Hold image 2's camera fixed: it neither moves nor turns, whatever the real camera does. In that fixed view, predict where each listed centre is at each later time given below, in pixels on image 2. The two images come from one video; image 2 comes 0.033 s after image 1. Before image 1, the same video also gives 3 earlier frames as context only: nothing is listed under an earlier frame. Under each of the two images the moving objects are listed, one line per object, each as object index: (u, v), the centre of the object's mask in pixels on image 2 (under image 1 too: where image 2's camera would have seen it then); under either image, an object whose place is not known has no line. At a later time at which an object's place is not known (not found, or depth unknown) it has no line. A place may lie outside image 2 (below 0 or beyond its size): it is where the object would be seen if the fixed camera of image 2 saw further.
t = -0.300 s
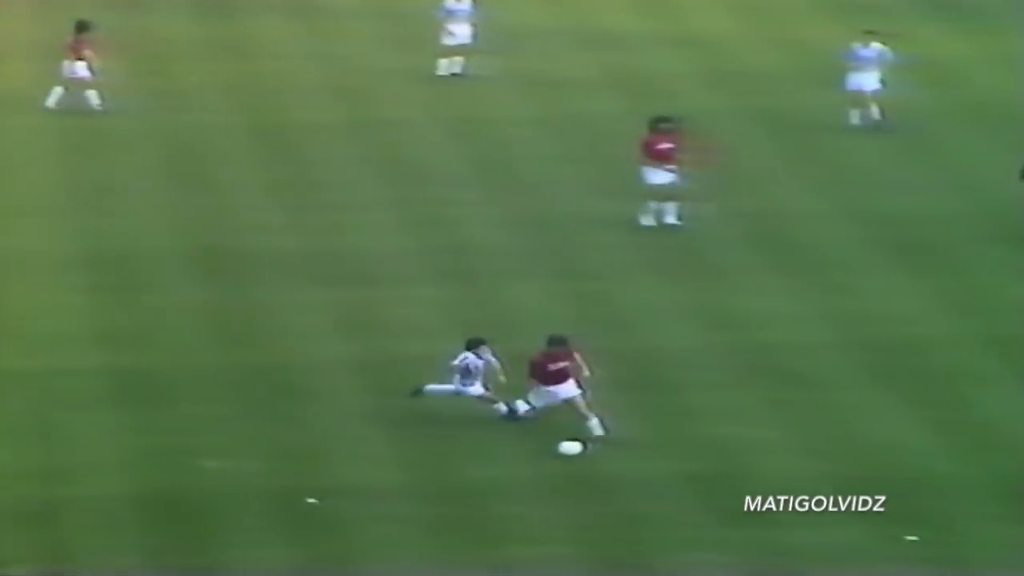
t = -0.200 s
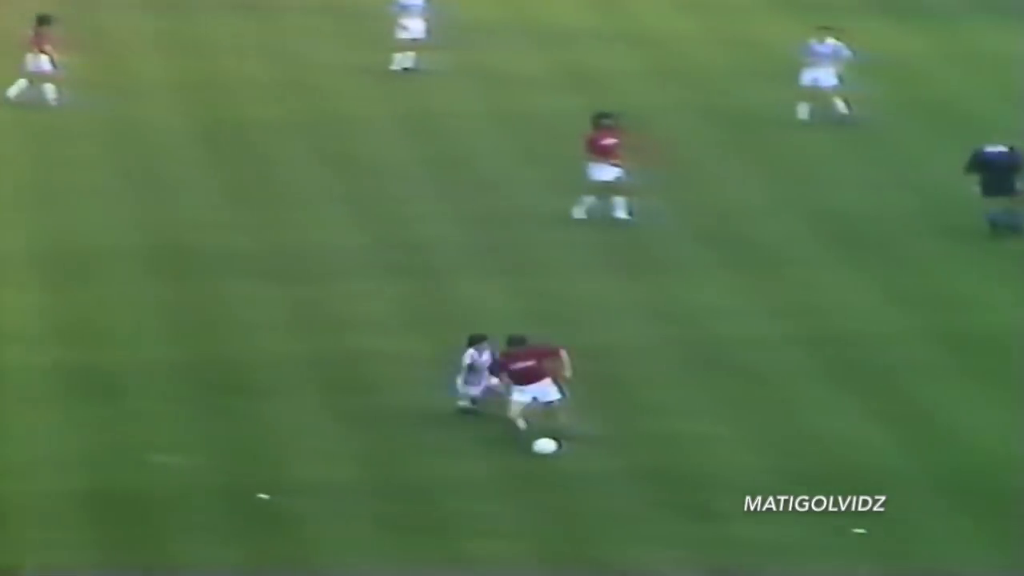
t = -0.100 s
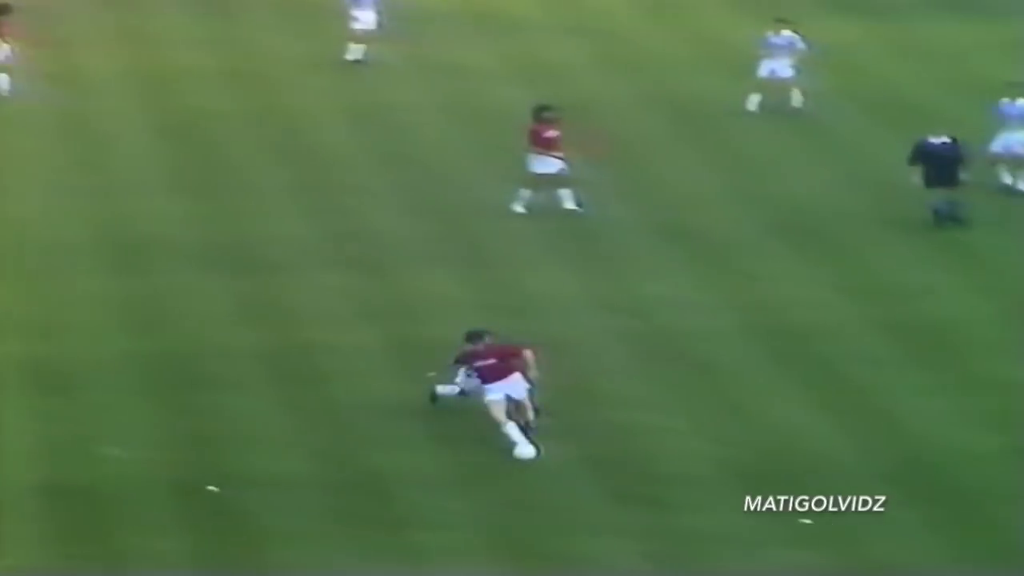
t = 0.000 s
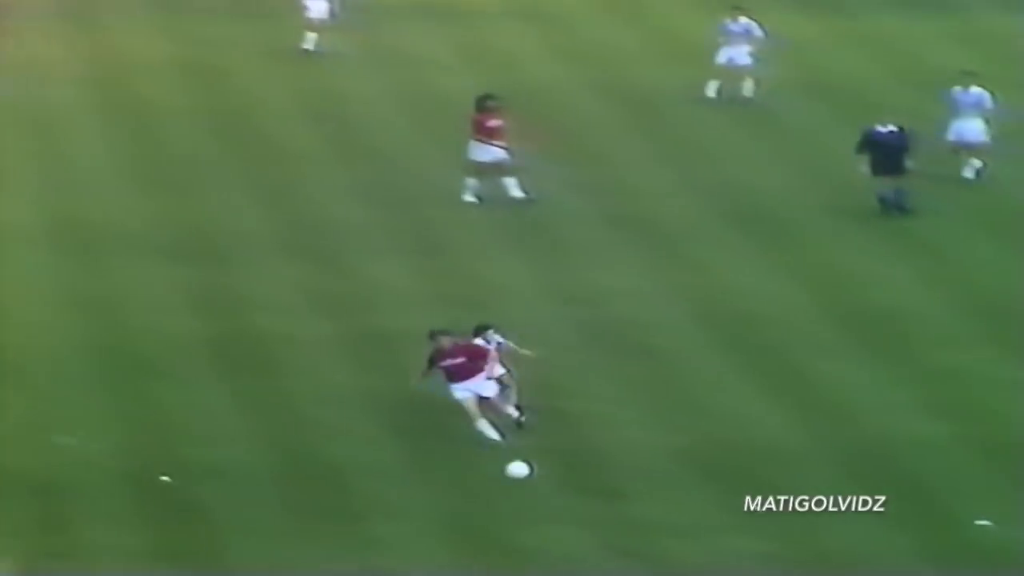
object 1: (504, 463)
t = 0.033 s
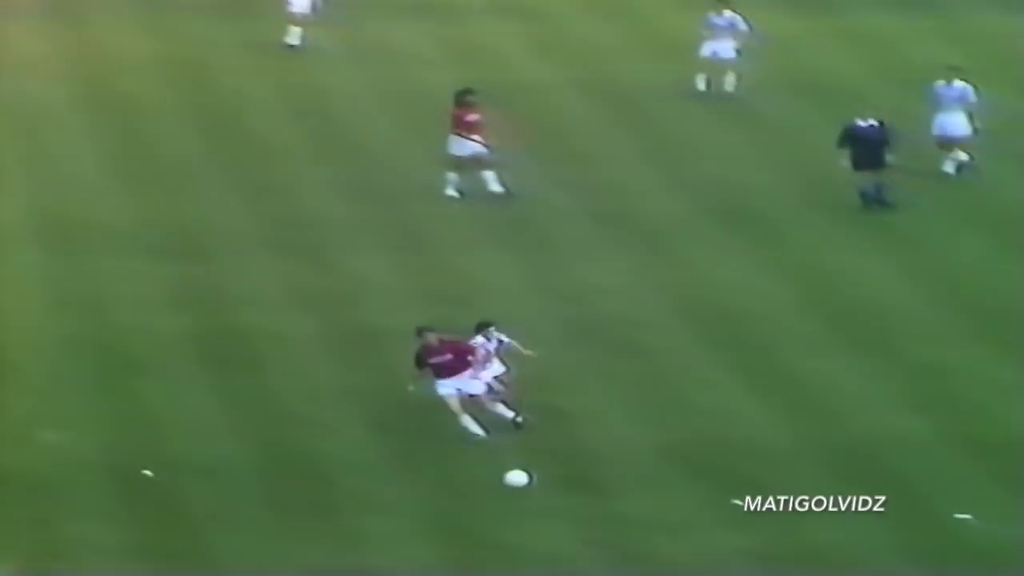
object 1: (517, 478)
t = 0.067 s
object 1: (523, 484)
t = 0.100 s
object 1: (535, 494)
